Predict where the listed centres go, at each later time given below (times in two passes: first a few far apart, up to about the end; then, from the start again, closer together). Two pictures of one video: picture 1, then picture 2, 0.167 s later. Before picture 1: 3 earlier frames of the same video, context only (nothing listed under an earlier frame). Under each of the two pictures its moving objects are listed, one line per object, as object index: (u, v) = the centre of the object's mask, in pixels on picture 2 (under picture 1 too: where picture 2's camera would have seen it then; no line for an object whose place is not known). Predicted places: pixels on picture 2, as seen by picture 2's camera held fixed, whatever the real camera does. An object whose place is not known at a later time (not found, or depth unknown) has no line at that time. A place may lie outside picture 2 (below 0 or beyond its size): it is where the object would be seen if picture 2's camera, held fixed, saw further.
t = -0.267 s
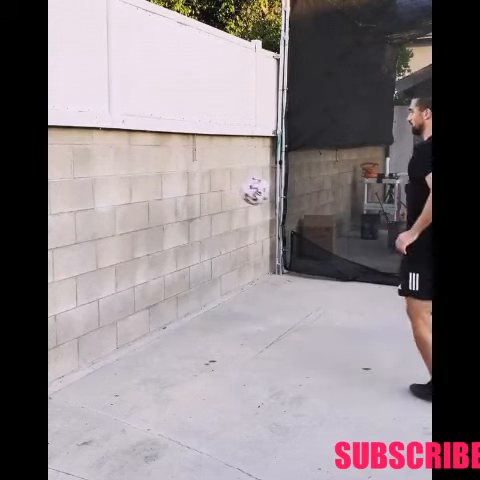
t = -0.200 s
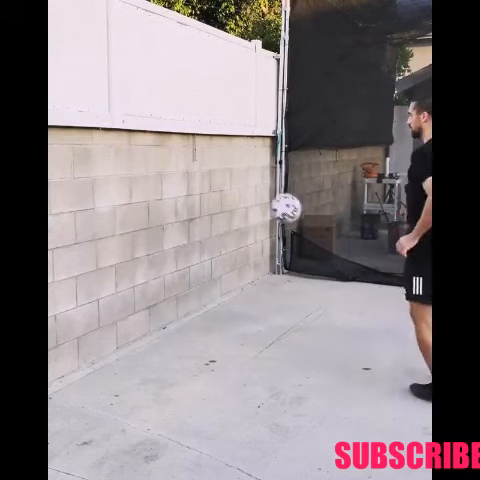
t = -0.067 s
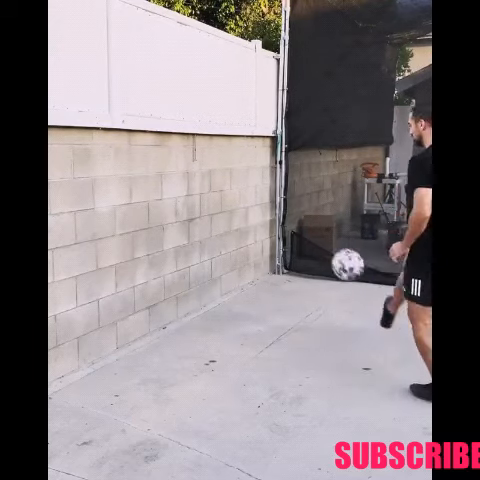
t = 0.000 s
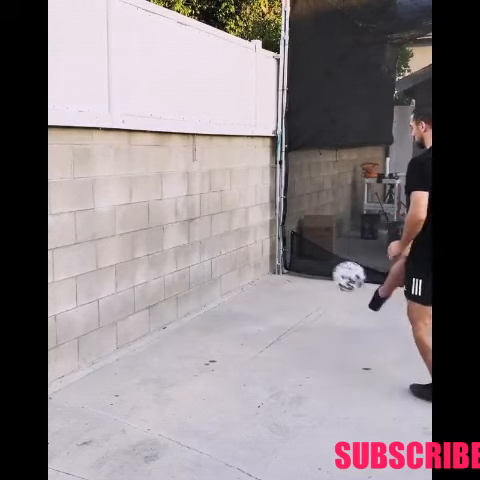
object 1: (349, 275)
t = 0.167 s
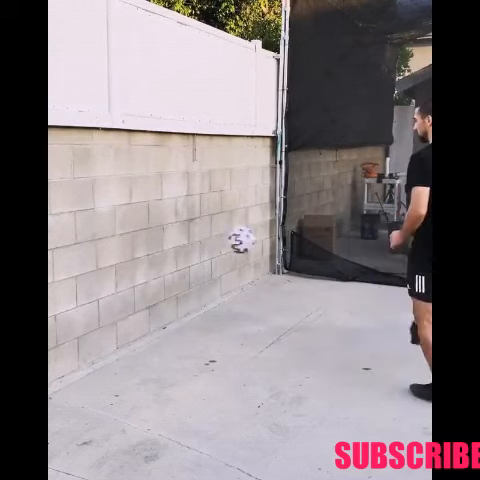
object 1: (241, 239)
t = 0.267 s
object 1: (180, 236)
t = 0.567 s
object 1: (289, 284)
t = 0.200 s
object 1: (221, 236)
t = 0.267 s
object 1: (180, 236)
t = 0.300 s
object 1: (173, 236)
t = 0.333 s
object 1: (187, 237)
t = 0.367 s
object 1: (201, 239)
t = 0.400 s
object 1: (214, 242)
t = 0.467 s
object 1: (243, 254)
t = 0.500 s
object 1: (260, 263)
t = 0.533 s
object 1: (274, 273)
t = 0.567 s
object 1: (289, 284)
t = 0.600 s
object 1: (305, 298)
